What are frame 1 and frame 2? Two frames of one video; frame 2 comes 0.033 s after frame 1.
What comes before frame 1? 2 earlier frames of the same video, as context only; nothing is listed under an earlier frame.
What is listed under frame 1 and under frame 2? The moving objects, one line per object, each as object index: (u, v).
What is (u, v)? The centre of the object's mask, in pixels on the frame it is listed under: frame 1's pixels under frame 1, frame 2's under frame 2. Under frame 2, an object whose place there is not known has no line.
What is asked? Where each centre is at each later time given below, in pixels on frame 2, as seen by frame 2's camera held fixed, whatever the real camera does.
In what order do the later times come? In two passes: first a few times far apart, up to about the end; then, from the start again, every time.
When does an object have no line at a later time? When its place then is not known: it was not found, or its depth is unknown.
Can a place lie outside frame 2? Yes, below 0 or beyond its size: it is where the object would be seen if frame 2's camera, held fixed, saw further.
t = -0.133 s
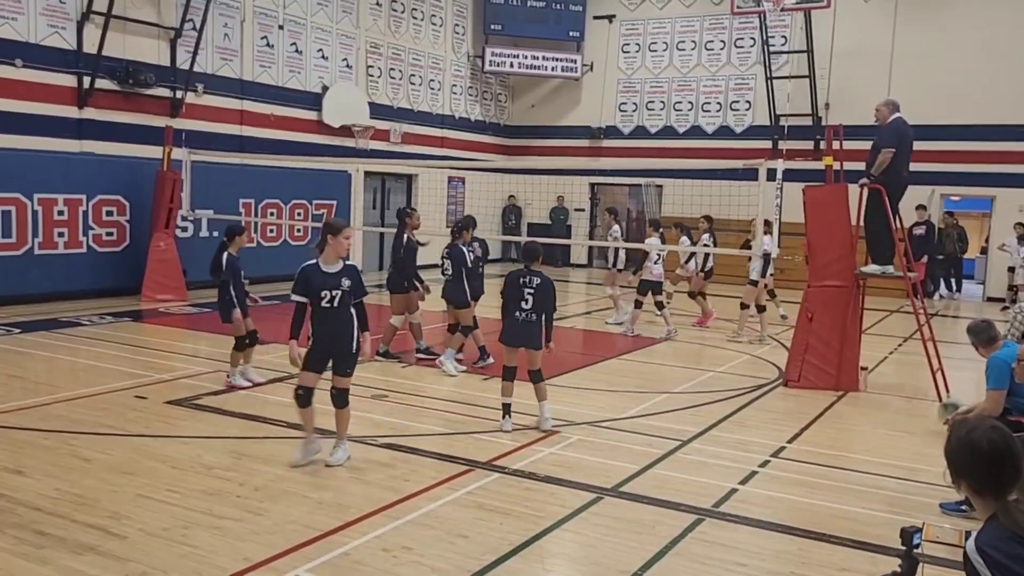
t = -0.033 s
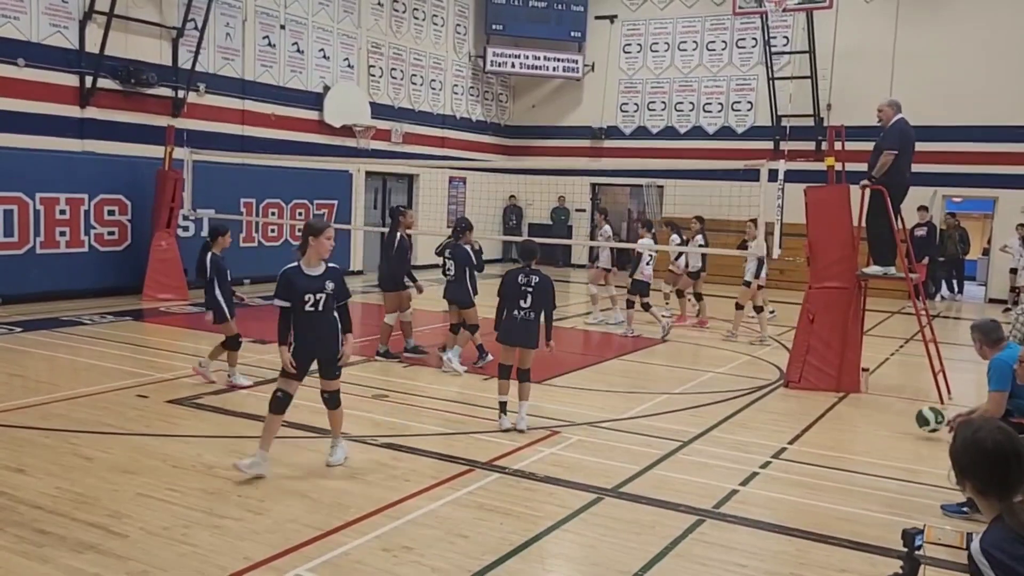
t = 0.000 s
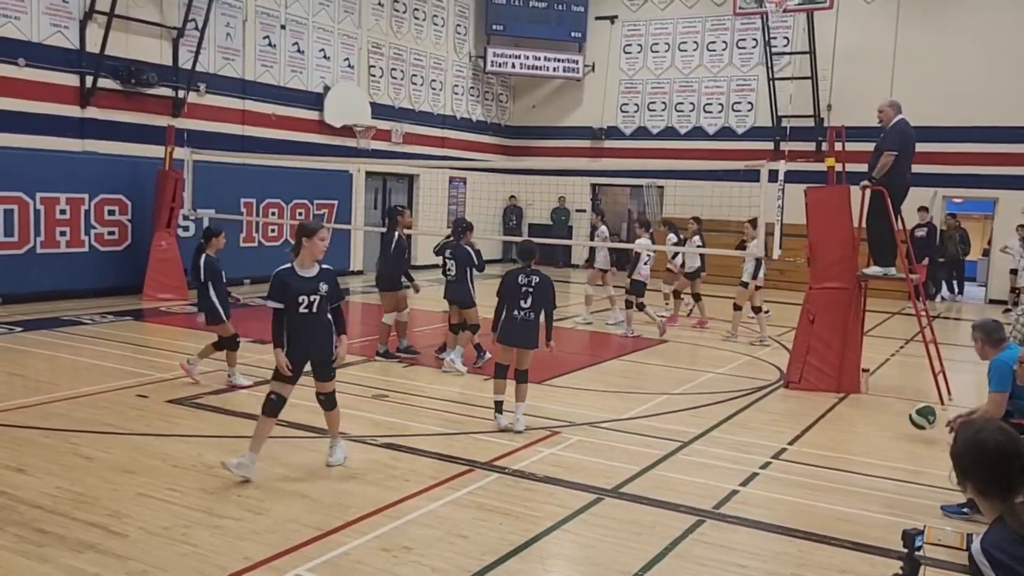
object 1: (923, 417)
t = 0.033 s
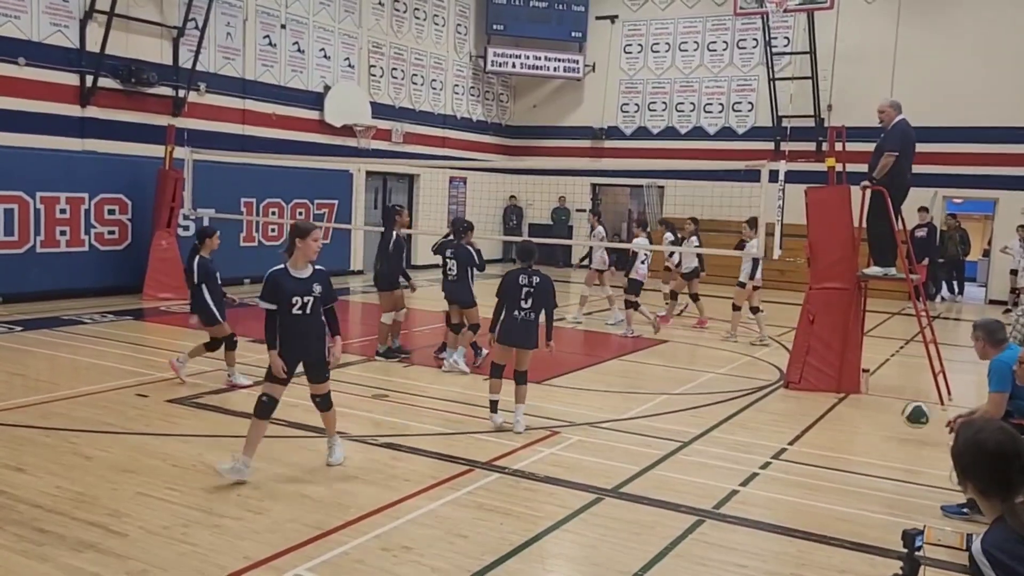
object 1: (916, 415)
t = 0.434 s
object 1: (822, 430)
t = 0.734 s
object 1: (745, 447)
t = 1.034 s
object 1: (665, 451)
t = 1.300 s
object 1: (586, 459)
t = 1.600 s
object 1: (493, 470)
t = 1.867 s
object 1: (403, 479)
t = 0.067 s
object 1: (909, 414)
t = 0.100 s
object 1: (902, 415)
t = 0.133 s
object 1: (894, 417)
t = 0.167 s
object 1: (886, 421)
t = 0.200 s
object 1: (878, 426)
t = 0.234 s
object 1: (869, 434)
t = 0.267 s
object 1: (861, 433)
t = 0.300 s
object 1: (854, 429)
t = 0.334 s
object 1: (847, 427)
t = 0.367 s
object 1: (838, 426)
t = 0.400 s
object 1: (830, 427)
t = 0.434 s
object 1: (822, 430)
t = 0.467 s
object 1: (814, 434)
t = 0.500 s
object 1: (804, 440)
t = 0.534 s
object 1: (796, 440)
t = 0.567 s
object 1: (789, 436)
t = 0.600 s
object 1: (780, 435)
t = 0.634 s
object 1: (772, 435)
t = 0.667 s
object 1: (763, 437)
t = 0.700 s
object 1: (755, 441)
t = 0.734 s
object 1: (745, 447)
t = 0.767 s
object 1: (737, 445)
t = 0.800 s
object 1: (728, 444)
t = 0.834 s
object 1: (720, 444)
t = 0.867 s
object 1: (711, 445)
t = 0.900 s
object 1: (702, 448)
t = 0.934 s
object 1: (691, 453)
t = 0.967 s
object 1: (683, 451)
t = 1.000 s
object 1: (673, 450)
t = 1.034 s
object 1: (665, 451)
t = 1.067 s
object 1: (655, 454)
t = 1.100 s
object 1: (645, 457)
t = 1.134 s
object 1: (637, 456)
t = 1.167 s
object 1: (626, 455)
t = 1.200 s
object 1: (616, 457)
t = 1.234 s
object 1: (606, 461)
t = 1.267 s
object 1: (597, 459)
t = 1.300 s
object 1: (586, 459)
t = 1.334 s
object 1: (577, 461)
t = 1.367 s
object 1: (566, 463)
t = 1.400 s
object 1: (557, 464)
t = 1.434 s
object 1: (546, 465)
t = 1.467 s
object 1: (536, 466)
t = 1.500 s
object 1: (525, 467)
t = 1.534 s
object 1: (515, 468)
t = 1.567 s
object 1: (504, 469)
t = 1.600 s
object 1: (493, 470)
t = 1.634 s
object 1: (482, 471)
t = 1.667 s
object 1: (472, 472)
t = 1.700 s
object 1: (461, 472)
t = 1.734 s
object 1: (450, 473)
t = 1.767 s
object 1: (438, 475)
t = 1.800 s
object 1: (426, 477)
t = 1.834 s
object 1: (414, 478)
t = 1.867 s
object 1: (403, 479)
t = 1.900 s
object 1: (392, 480)
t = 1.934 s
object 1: (380, 480)
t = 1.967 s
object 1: (368, 482)
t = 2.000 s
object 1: (355, 484)
